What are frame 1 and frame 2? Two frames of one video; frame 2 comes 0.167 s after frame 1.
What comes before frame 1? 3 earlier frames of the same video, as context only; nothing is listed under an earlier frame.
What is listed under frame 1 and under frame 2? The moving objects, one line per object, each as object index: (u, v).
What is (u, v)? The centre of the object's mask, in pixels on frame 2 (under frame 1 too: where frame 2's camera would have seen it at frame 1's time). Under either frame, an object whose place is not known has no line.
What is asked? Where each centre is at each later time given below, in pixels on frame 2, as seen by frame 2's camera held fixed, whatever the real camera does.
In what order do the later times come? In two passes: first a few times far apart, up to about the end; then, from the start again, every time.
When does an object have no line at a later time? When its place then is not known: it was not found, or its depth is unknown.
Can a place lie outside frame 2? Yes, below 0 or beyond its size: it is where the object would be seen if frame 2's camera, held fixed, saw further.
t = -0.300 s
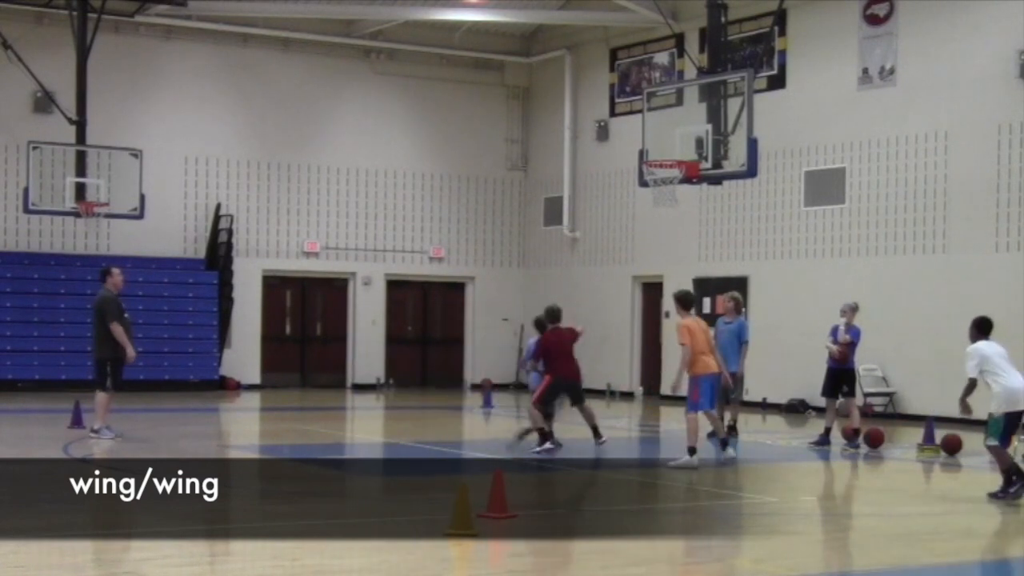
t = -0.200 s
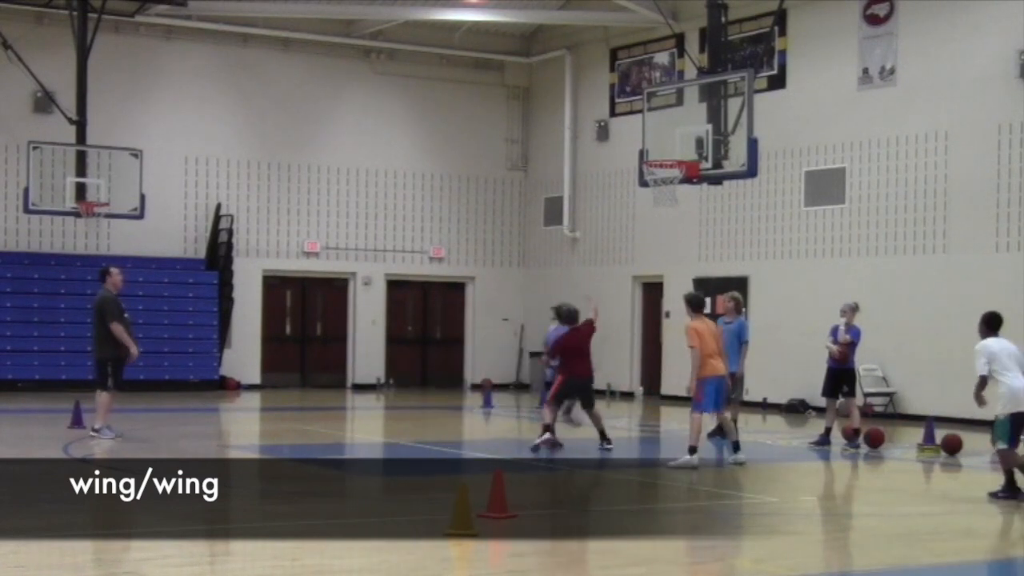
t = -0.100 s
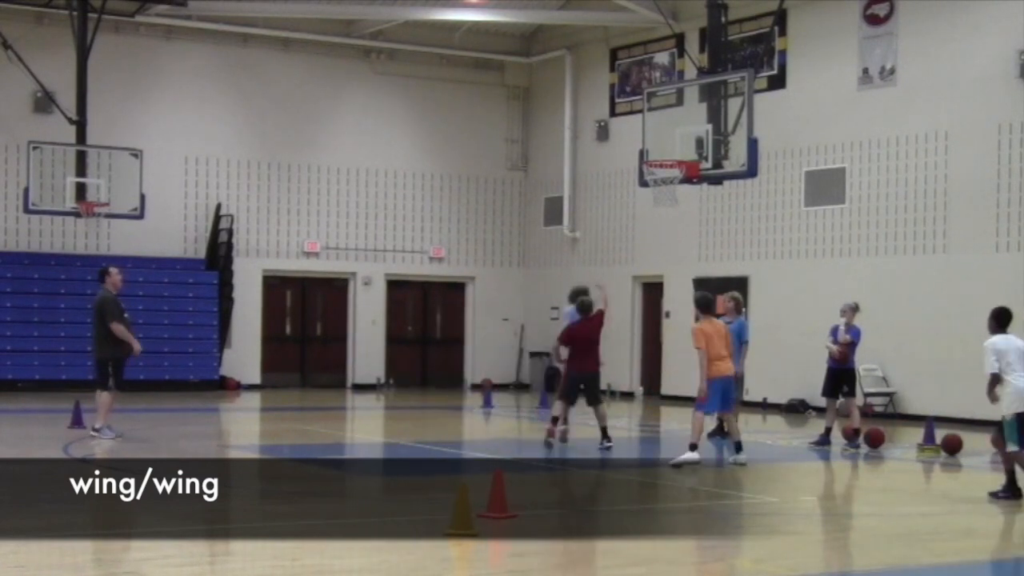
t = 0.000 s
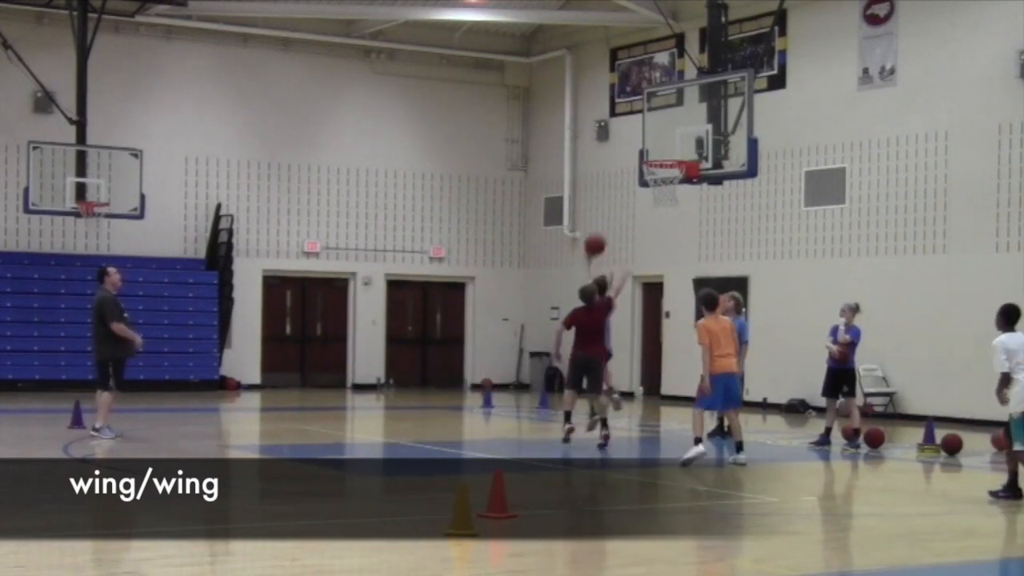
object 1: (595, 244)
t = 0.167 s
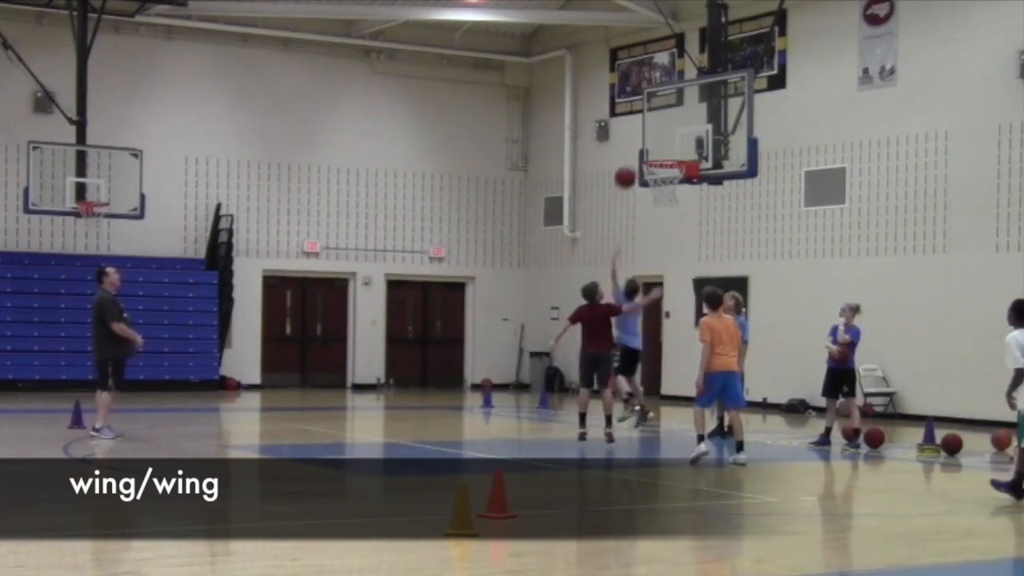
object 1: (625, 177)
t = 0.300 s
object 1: (649, 140)
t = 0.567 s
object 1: (658, 126)
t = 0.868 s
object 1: (664, 150)
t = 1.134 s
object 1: (661, 156)
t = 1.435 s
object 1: (673, 194)
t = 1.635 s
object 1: (671, 226)
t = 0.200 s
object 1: (631, 167)
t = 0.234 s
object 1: (635, 157)
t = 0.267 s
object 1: (643, 148)
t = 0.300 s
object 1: (649, 140)
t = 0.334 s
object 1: (655, 134)
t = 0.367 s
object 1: (660, 129)
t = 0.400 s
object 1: (661, 126)
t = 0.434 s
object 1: (660, 124)
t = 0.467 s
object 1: (660, 123)
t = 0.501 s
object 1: (659, 123)
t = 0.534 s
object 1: (659, 124)
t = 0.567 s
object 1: (658, 126)
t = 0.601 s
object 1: (658, 129)
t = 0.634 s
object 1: (657, 132)
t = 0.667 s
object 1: (657, 138)
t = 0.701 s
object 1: (656, 144)
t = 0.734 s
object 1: (655, 150)
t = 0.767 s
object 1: (657, 151)
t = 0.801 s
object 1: (659, 150)
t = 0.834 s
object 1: (662, 150)
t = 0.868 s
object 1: (664, 150)
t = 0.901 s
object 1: (666, 152)
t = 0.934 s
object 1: (668, 153)
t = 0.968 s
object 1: (668, 153)
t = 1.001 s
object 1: (666, 153)
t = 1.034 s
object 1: (664, 153)
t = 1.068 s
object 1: (662, 153)
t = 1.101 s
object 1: (661, 154)
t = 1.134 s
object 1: (661, 156)
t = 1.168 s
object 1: (662, 162)
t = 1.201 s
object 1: (665, 158)
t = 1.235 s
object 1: (661, 171)
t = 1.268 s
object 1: (664, 178)
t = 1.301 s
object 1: (669, 182)
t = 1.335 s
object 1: (671, 185)
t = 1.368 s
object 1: (672, 189)
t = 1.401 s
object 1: (674, 193)
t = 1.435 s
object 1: (673, 194)
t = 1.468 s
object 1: (673, 196)
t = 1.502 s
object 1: (673, 200)
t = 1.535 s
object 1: (672, 205)
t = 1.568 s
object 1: (672, 211)
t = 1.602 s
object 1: (671, 218)
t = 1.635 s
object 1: (671, 226)
